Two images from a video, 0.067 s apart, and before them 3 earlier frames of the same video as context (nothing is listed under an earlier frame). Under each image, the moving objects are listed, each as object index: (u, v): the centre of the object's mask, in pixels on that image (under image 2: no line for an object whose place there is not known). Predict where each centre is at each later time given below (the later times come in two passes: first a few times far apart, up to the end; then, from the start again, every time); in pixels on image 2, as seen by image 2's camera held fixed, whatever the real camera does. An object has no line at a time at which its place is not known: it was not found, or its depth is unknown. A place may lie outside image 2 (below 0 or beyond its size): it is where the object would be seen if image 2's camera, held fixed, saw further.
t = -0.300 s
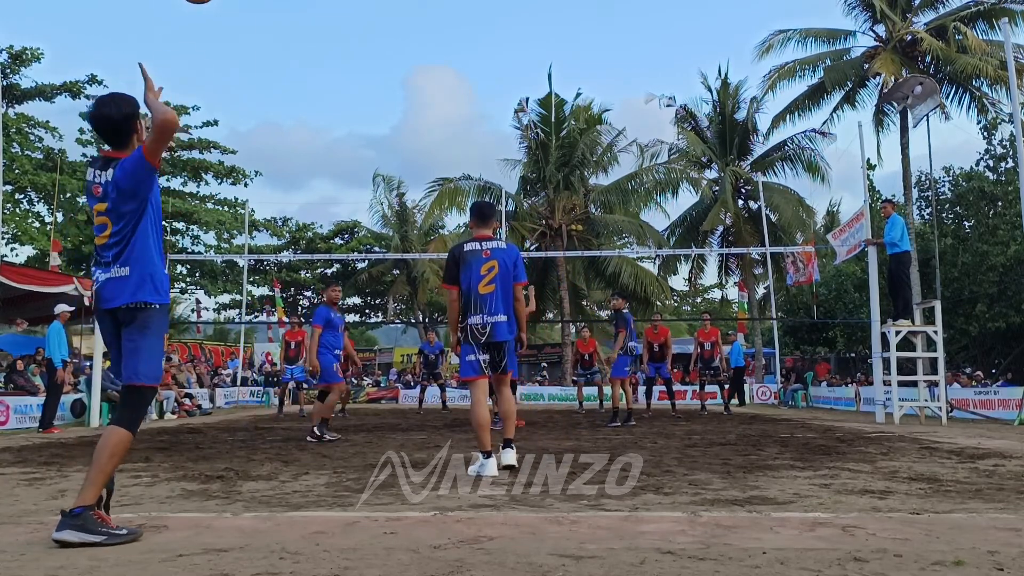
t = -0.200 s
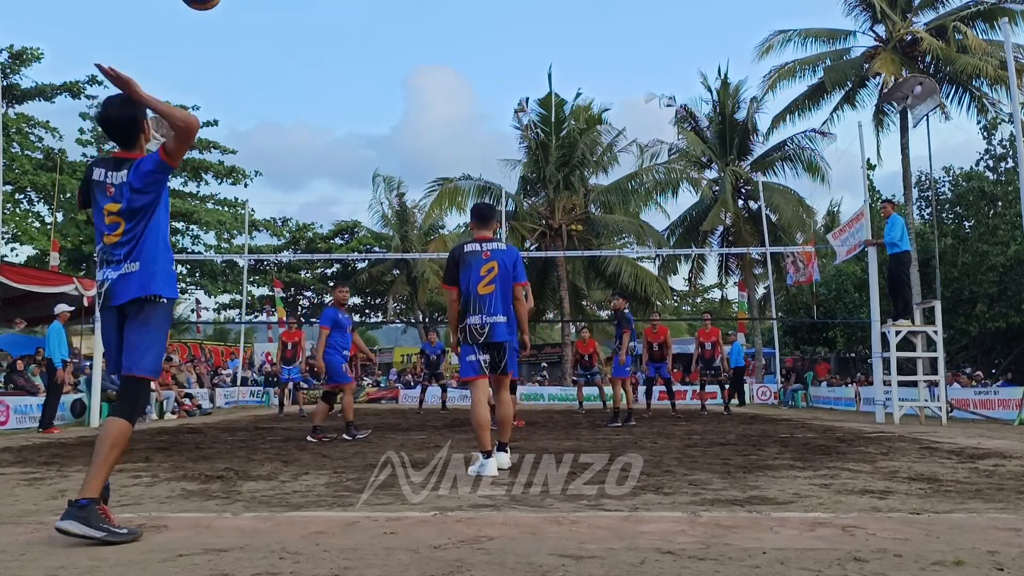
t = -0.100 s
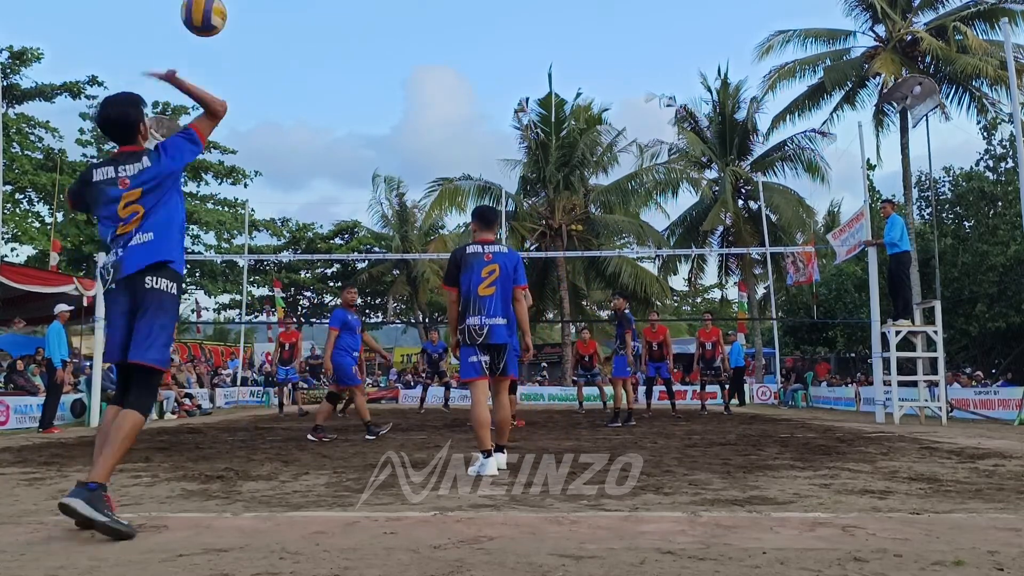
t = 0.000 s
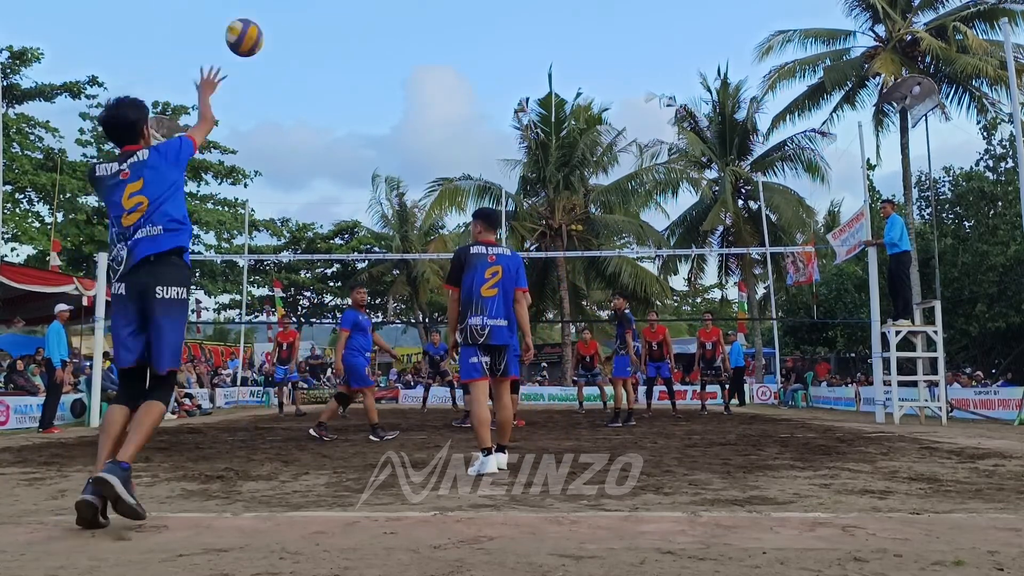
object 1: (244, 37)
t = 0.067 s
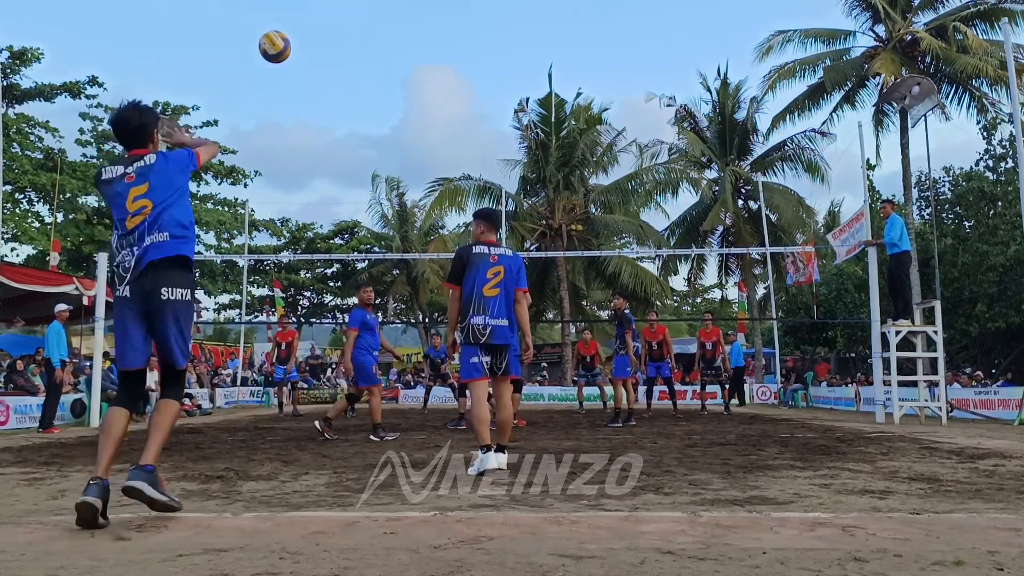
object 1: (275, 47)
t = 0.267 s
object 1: (320, 86)
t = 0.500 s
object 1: (342, 144)
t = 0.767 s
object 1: (350, 220)
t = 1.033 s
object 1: (347, 303)
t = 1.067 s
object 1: (346, 314)
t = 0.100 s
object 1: (285, 52)
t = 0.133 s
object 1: (295, 58)
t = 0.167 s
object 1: (303, 65)
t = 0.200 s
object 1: (309, 71)
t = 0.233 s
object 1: (315, 78)
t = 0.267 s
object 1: (320, 86)
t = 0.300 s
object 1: (324, 93)
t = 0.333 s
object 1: (328, 101)
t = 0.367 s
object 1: (332, 109)
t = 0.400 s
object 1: (335, 117)
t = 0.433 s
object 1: (338, 126)
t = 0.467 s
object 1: (340, 134)
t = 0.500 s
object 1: (342, 144)
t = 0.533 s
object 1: (344, 153)
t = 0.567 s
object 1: (345, 162)
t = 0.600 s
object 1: (347, 171)
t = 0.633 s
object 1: (347, 179)
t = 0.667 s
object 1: (348, 190)
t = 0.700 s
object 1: (349, 200)
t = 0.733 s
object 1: (350, 210)
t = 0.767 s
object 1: (350, 220)
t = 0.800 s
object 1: (350, 228)
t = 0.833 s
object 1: (351, 239)
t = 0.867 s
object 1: (349, 248)
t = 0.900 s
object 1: (350, 259)
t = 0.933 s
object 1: (349, 271)
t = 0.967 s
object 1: (349, 282)
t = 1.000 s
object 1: (348, 292)
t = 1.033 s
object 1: (347, 303)
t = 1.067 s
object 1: (346, 314)
